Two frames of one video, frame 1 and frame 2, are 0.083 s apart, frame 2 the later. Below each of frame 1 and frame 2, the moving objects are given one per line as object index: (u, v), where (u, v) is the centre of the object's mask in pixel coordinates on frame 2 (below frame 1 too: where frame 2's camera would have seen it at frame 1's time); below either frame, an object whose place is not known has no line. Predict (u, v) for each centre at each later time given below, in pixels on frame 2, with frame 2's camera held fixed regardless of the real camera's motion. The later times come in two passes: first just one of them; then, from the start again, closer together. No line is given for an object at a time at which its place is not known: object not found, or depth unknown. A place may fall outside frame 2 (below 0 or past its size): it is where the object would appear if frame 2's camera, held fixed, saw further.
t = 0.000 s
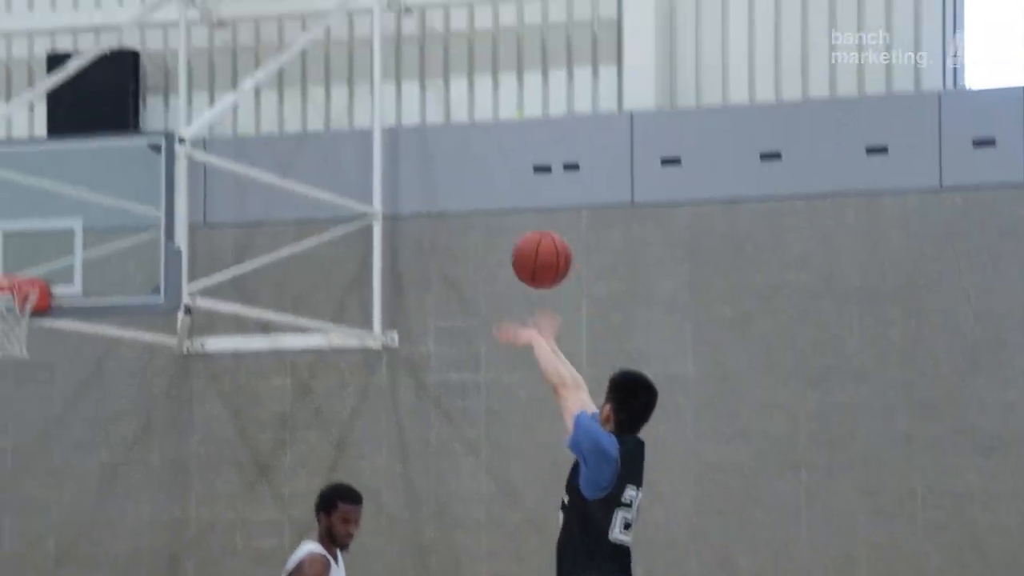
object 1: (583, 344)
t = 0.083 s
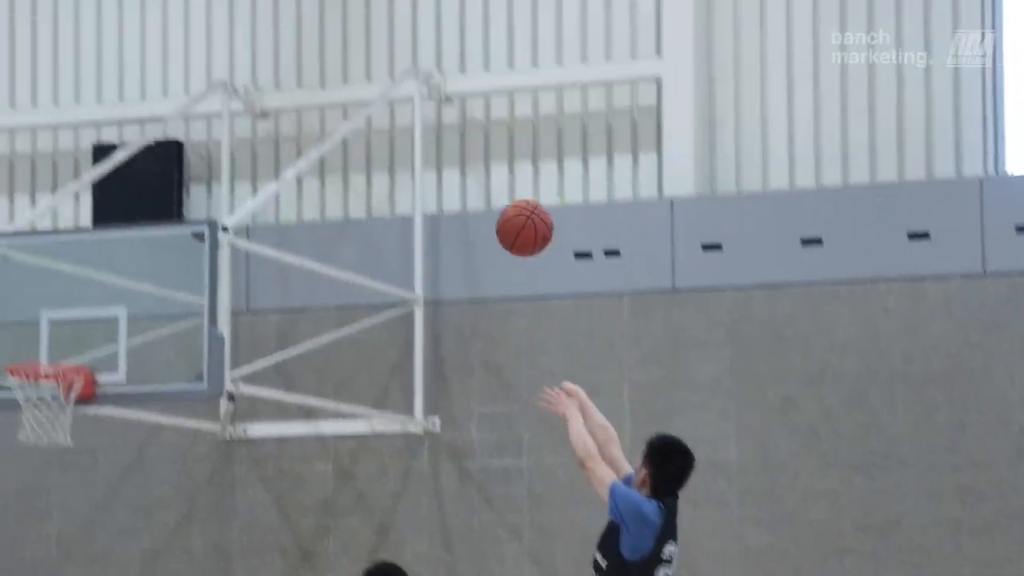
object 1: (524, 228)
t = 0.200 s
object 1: (452, 107)
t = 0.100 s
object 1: (513, 208)
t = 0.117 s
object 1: (503, 189)
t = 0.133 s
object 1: (492, 171)
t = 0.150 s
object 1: (482, 154)
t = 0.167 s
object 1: (472, 137)
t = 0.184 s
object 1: (462, 122)
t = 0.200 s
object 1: (452, 107)
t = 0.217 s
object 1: (442, 94)
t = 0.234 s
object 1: (433, 81)
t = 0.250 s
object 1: (424, 69)
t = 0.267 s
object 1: (415, 58)
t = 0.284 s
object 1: (406, 48)
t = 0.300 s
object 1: (397, 38)
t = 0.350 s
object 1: (372, 14)
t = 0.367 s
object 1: (364, 7)
